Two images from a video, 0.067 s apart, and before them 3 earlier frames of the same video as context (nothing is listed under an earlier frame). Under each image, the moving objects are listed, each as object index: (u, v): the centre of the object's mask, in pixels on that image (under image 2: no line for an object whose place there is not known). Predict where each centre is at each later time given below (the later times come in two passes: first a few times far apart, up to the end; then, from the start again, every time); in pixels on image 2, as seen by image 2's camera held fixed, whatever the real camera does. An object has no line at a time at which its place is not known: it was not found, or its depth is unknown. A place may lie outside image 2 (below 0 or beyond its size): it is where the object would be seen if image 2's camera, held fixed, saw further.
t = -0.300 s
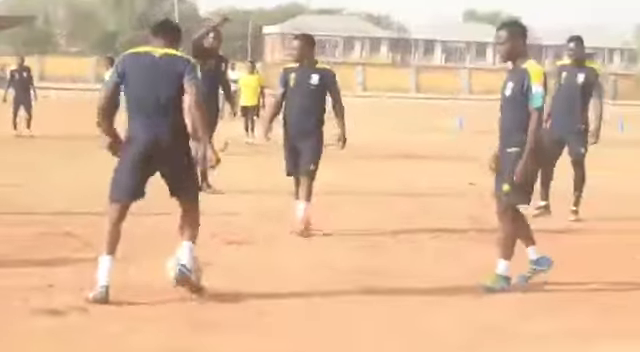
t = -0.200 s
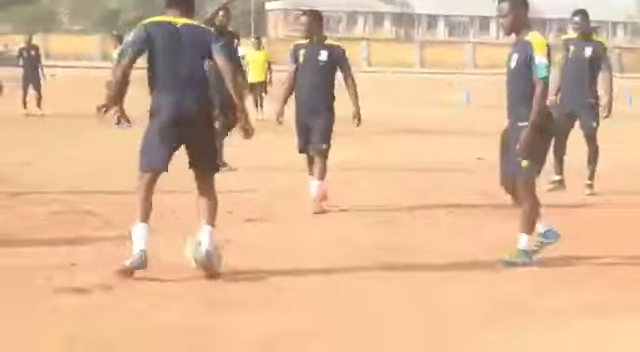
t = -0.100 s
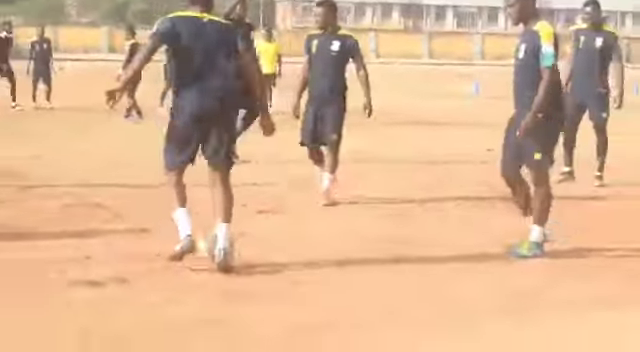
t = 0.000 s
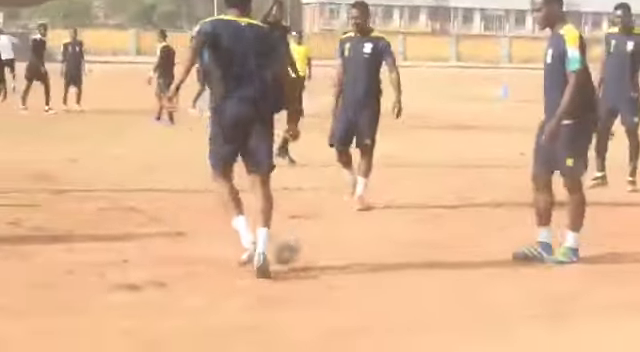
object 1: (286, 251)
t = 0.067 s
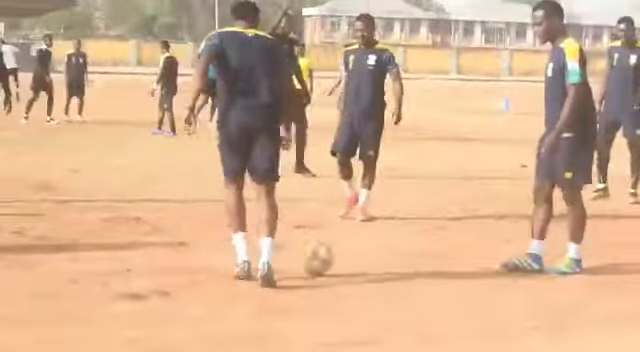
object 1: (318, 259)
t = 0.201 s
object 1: (361, 251)
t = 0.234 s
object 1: (370, 256)
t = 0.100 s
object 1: (329, 255)
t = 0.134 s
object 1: (338, 251)
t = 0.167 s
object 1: (349, 249)
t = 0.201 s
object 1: (361, 251)
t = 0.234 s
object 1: (370, 256)
